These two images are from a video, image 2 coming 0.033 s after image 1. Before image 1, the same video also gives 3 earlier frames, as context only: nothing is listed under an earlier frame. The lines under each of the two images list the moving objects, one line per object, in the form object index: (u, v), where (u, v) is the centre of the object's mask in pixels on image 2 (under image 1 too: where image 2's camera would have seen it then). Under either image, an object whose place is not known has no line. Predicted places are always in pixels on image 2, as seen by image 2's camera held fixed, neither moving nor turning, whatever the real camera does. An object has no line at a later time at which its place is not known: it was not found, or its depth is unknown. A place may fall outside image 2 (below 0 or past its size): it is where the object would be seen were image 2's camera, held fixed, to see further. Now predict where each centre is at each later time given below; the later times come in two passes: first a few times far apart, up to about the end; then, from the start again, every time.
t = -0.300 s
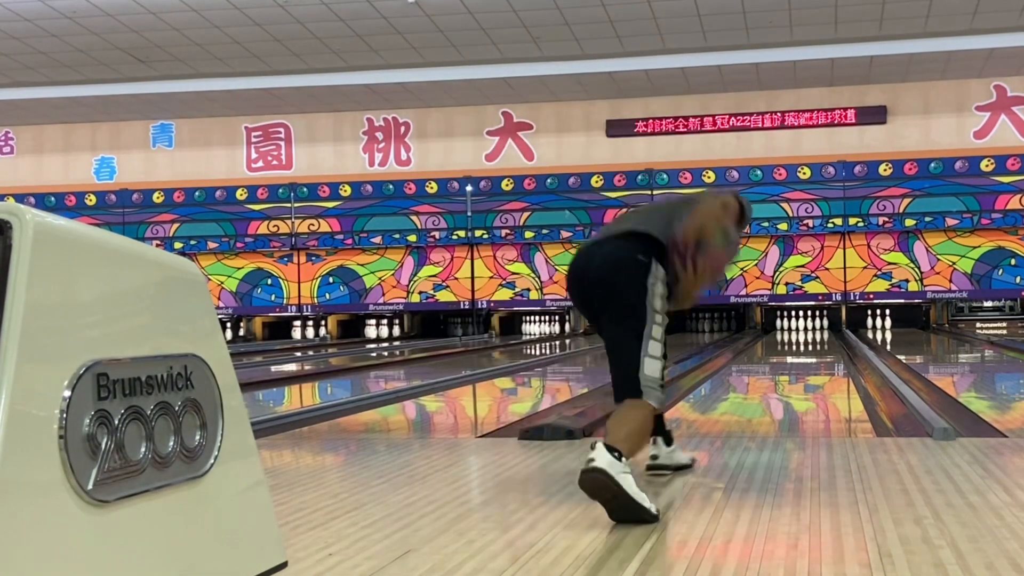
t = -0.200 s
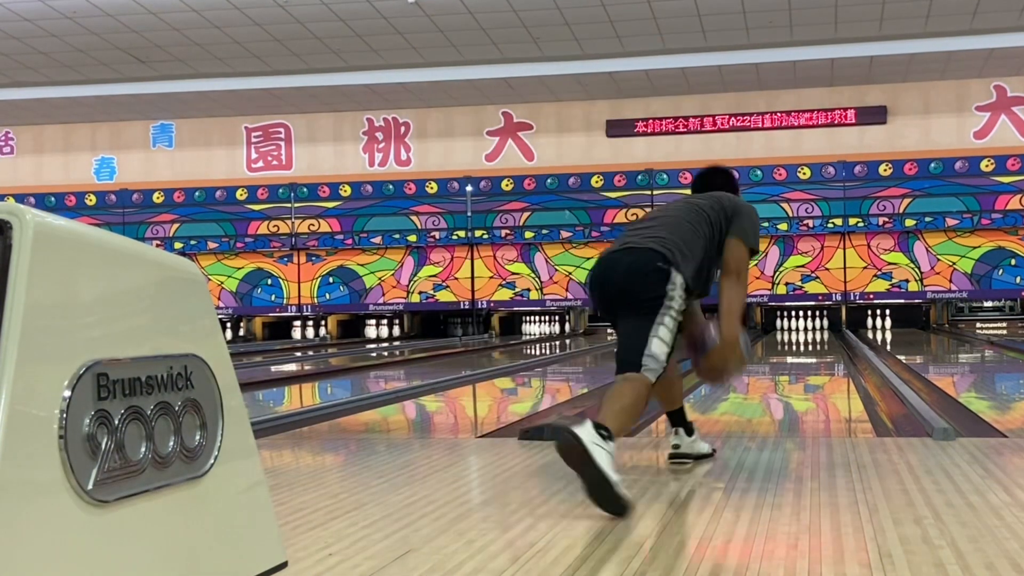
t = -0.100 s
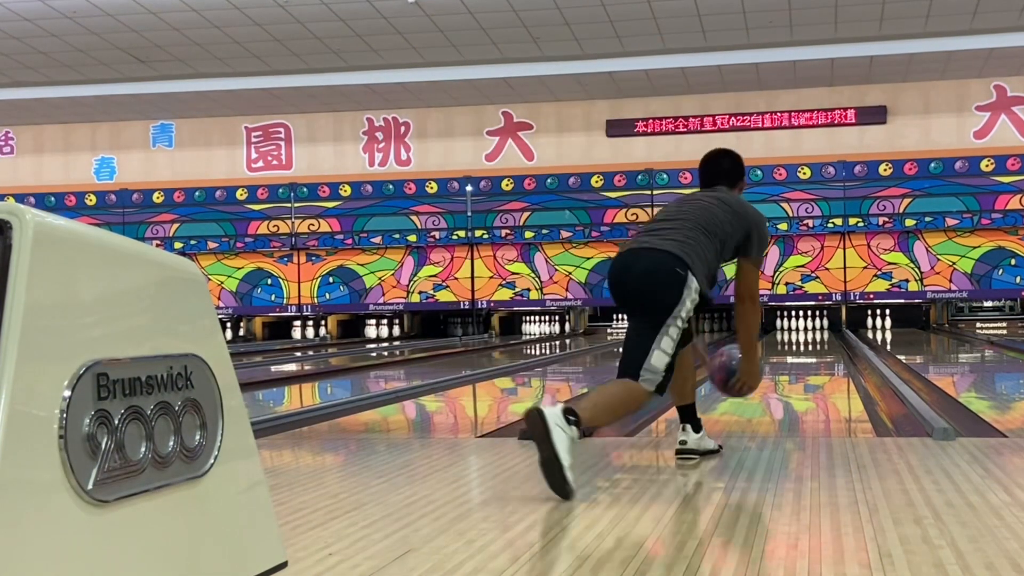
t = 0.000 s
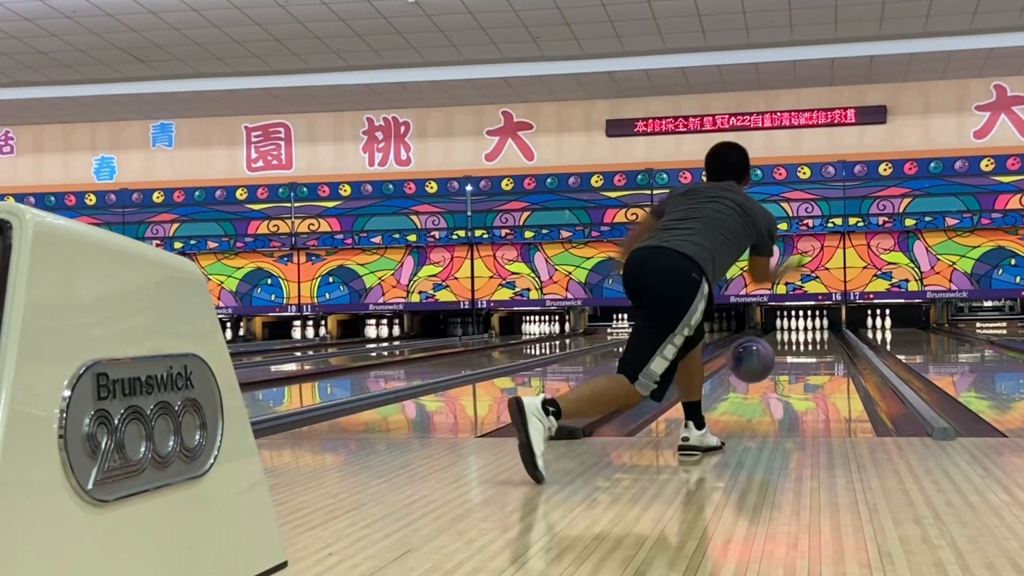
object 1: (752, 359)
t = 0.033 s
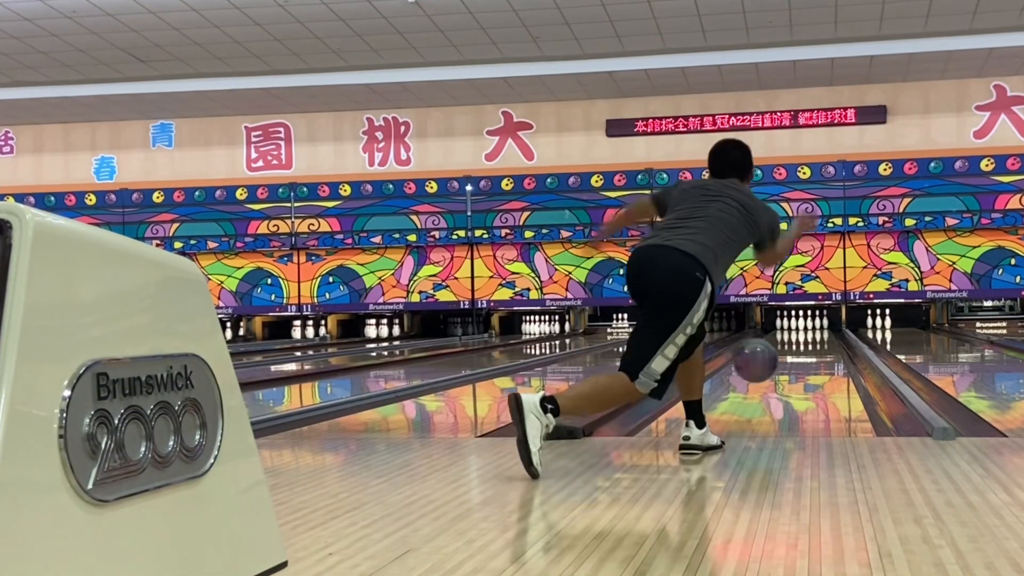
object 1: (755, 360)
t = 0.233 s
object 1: (776, 378)
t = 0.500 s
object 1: (792, 364)
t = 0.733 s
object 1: (801, 354)
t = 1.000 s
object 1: (807, 345)
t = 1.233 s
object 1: (812, 340)
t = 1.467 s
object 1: (813, 336)
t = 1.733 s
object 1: (816, 333)
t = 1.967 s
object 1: (815, 329)
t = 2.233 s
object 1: (811, 326)
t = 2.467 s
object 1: (803, 325)
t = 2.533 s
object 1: (804, 325)
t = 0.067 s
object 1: (760, 363)
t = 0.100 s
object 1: (763, 369)
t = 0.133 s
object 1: (768, 375)
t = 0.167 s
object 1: (772, 382)
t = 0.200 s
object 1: (774, 382)
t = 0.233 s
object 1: (776, 378)
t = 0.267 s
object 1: (778, 377)
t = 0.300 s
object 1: (781, 375)
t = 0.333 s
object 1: (783, 373)
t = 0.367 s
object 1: (785, 371)
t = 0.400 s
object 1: (786, 369)
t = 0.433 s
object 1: (789, 367)
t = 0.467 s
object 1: (790, 366)
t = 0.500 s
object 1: (792, 364)
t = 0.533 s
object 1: (794, 363)
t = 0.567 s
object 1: (795, 361)
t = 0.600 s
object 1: (796, 359)
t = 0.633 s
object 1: (797, 358)
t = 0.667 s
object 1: (798, 357)
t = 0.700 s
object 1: (800, 356)
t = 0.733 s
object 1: (801, 354)
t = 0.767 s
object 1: (801, 353)
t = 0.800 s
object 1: (802, 352)
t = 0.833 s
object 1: (803, 350)
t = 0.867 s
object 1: (803, 350)
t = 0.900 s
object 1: (805, 348)
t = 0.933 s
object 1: (806, 346)
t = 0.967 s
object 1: (806, 346)
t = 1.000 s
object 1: (807, 345)
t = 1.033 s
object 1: (807, 344)
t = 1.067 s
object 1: (808, 343)
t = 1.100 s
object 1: (809, 342)
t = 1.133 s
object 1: (810, 342)
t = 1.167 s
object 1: (810, 341)
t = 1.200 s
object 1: (811, 341)
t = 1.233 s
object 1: (812, 340)
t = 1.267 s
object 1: (812, 340)
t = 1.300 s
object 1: (813, 339)
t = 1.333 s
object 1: (813, 339)
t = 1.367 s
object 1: (812, 339)
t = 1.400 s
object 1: (813, 338)
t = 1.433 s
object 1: (812, 337)
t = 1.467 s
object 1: (813, 336)
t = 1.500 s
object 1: (815, 336)
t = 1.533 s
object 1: (815, 335)
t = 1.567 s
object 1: (815, 335)
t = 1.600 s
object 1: (816, 335)
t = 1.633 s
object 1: (816, 334)
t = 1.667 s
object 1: (816, 333)
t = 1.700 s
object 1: (816, 333)
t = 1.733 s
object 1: (816, 333)
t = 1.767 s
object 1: (816, 332)
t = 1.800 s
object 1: (816, 331)
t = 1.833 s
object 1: (816, 331)
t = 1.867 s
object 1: (816, 330)
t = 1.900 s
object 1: (815, 330)
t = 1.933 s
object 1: (815, 330)
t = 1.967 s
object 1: (815, 329)
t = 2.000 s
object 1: (814, 329)
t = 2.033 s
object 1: (813, 329)
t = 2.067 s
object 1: (813, 328)
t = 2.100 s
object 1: (812, 327)
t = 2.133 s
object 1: (812, 327)
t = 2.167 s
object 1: (811, 327)
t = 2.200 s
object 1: (810, 326)
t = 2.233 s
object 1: (811, 326)
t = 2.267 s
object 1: (809, 326)
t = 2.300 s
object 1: (809, 325)
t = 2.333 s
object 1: (807, 326)
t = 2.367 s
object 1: (806, 326)
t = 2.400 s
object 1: (805, 325)
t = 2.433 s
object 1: (805, 325)
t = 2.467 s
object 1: (803, 325)
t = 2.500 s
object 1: (804, 325)
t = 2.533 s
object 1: (804, 325)
